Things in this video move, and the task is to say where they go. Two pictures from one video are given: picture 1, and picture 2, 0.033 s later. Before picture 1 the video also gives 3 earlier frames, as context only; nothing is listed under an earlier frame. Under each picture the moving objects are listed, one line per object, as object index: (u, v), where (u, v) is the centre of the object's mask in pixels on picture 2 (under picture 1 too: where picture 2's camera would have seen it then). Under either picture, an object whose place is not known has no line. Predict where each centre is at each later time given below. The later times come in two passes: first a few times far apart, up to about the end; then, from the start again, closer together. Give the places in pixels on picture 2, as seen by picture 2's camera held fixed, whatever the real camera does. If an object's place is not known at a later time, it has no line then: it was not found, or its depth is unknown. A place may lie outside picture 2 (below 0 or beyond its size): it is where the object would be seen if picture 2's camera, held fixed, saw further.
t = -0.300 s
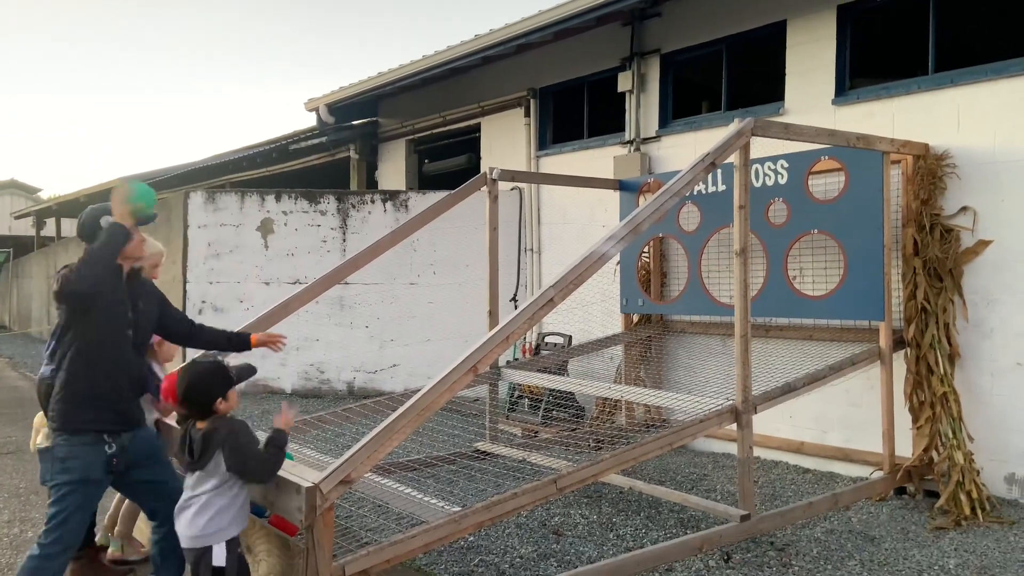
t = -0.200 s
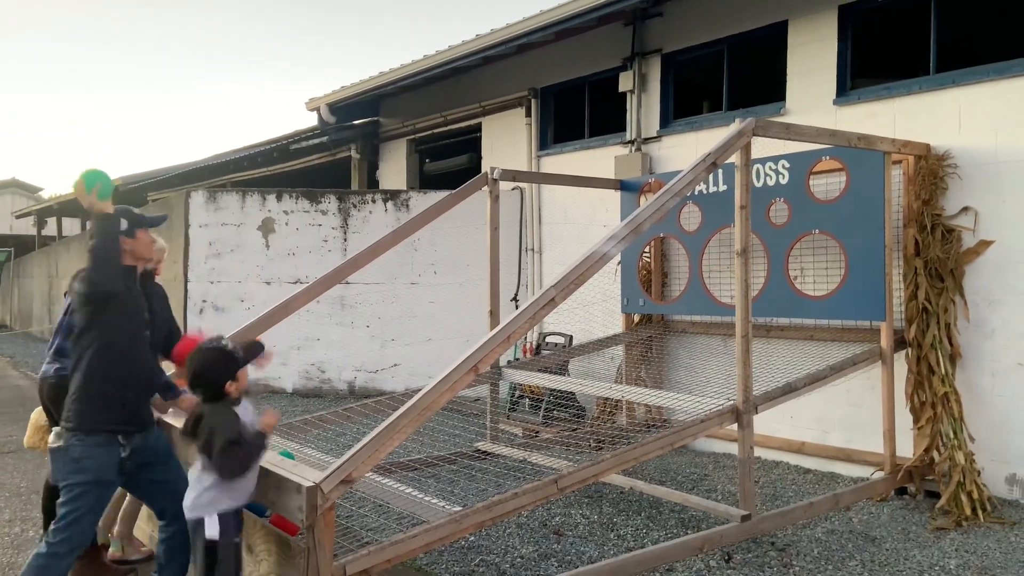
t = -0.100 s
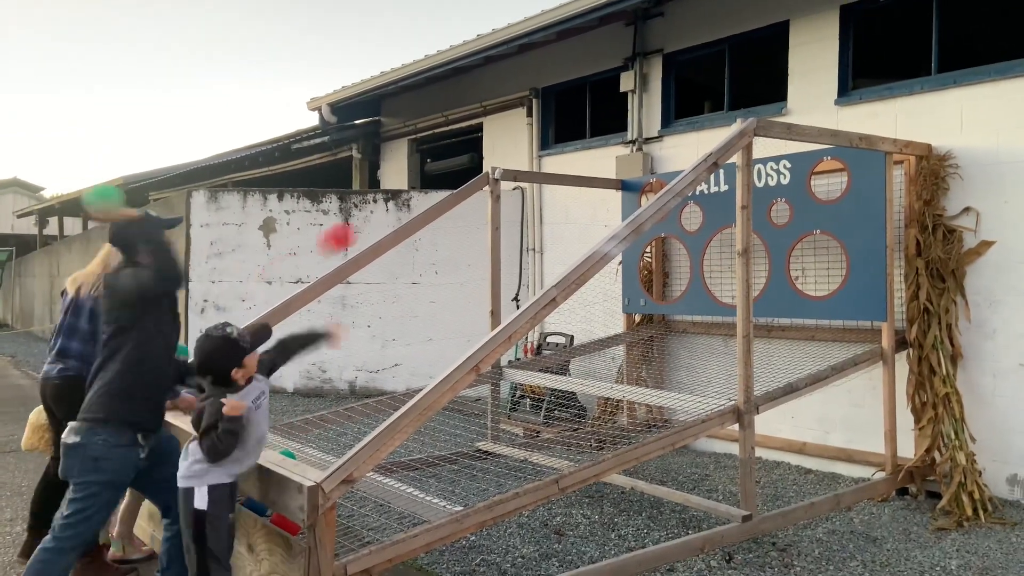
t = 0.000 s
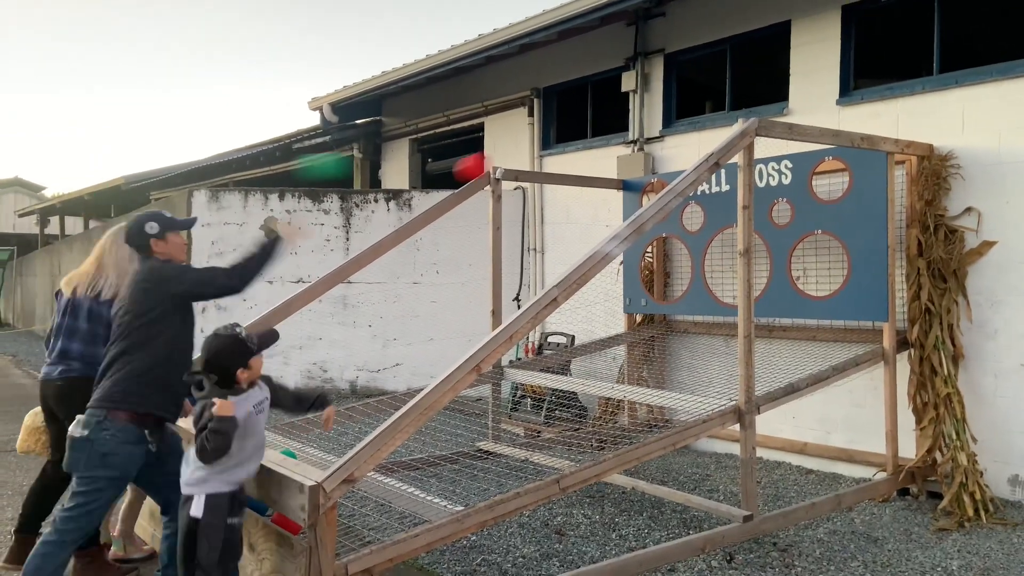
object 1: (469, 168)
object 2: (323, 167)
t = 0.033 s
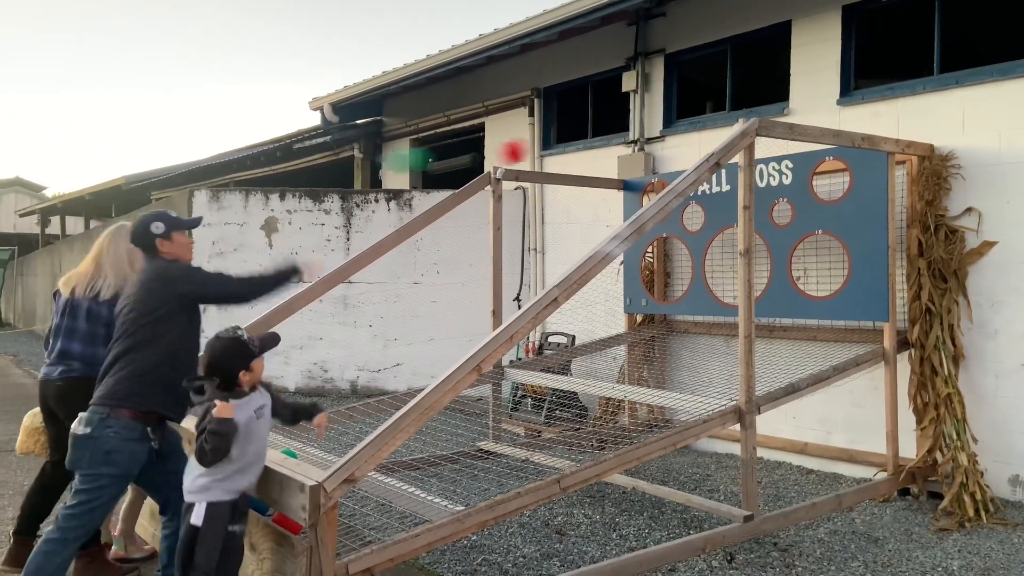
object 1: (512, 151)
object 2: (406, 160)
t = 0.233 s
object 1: (698, 119)
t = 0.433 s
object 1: (831, 157)
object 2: (799, 210)
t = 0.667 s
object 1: (778, 257)
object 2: (630, 333)
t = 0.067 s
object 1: (552, 139)
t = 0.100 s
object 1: (583, 130)
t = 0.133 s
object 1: (614, 124)
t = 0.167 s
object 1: (644, 121)
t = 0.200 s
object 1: (674, 119)
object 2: (694, 159)
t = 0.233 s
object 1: (698, 119)
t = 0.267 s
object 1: (723, 121)
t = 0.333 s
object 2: (856, 192)
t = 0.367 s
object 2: (838, 195)
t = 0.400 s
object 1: (811, 149)
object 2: (817, 202)
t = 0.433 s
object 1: (831, 157)
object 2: (799, 210)
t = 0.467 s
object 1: (840, 166)
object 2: (775, 221)
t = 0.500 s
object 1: (829, 177)
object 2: (759, 232)
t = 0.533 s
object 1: (819, 190)
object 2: (730, 249)
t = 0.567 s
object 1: (810, 203)
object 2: (708, 265)
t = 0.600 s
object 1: (799, 219)
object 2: (680, 286)
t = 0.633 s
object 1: (788, 238)
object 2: (656, 308)
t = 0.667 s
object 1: (778, 257)
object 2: (630, 333)
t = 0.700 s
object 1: (767, 279)
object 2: (602, 362)
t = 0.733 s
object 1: (760, 304)
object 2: (570, 397)
